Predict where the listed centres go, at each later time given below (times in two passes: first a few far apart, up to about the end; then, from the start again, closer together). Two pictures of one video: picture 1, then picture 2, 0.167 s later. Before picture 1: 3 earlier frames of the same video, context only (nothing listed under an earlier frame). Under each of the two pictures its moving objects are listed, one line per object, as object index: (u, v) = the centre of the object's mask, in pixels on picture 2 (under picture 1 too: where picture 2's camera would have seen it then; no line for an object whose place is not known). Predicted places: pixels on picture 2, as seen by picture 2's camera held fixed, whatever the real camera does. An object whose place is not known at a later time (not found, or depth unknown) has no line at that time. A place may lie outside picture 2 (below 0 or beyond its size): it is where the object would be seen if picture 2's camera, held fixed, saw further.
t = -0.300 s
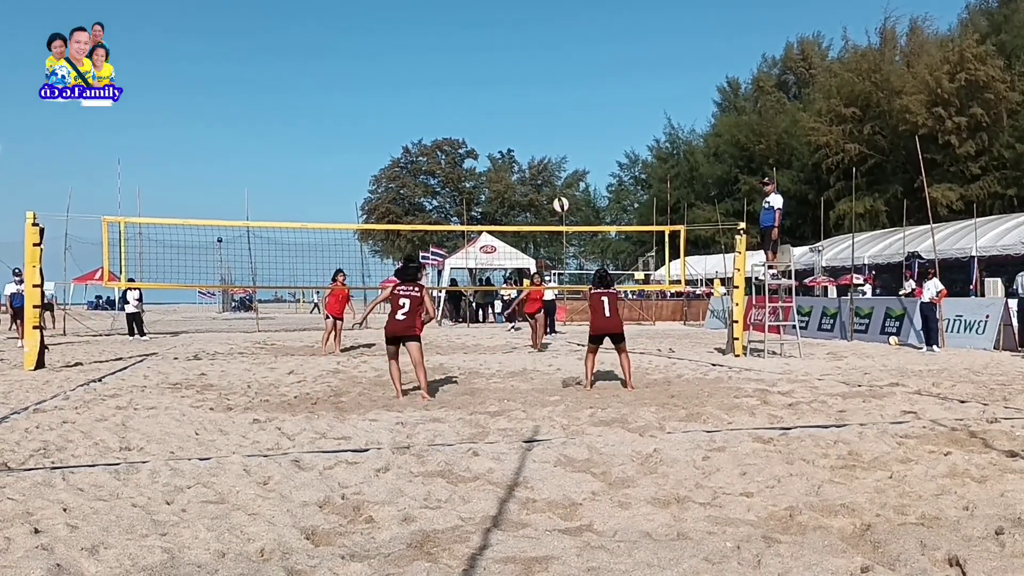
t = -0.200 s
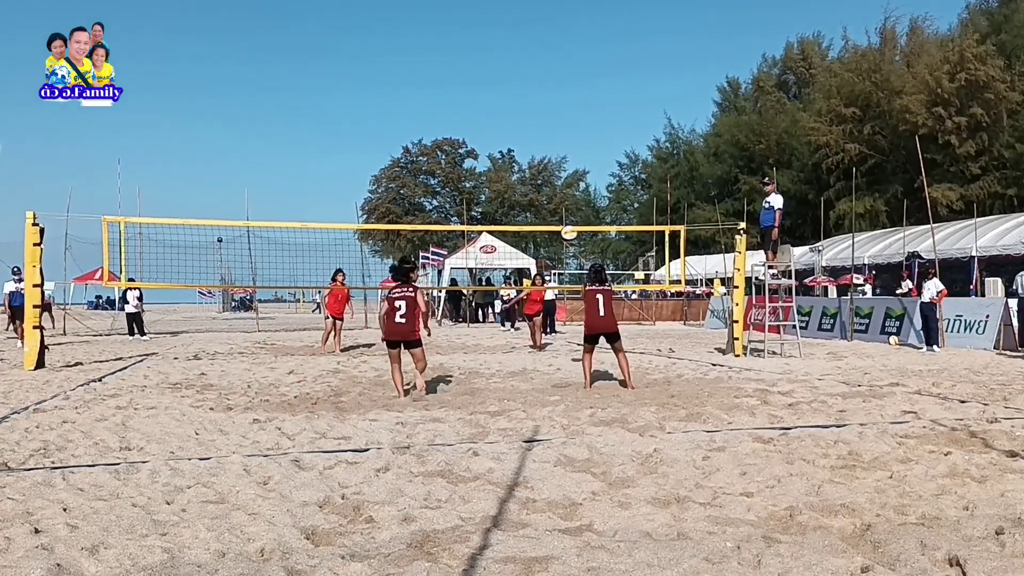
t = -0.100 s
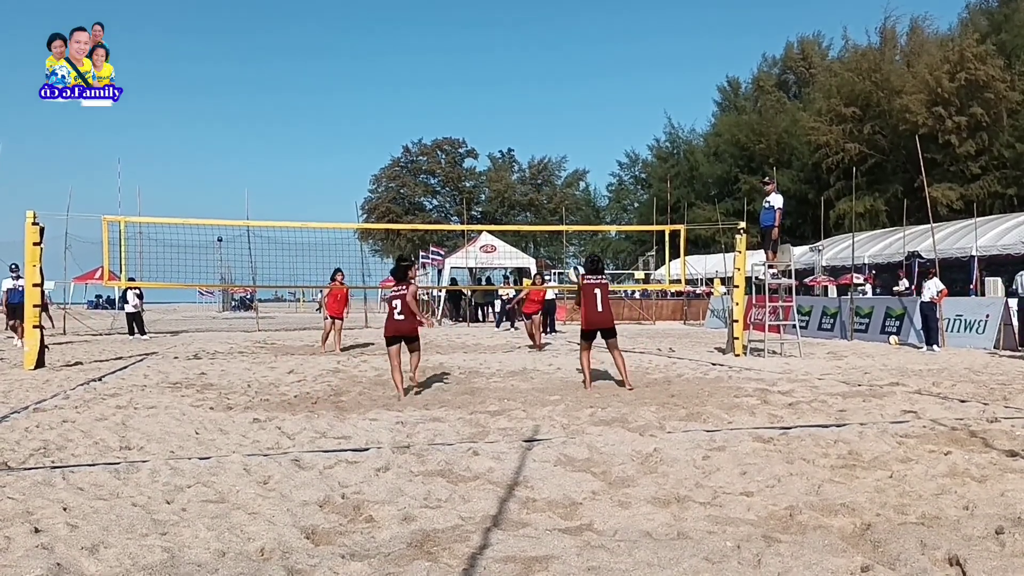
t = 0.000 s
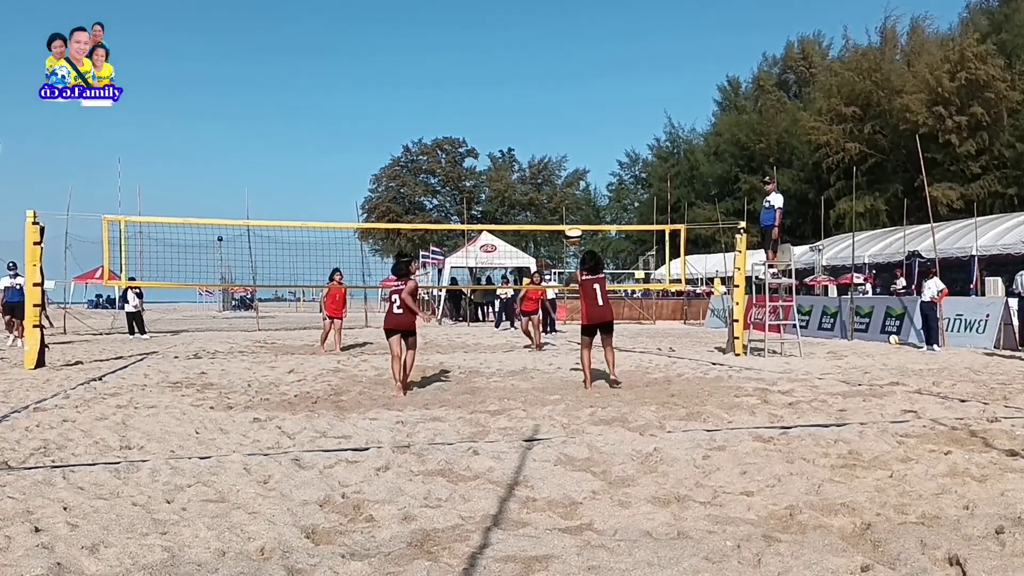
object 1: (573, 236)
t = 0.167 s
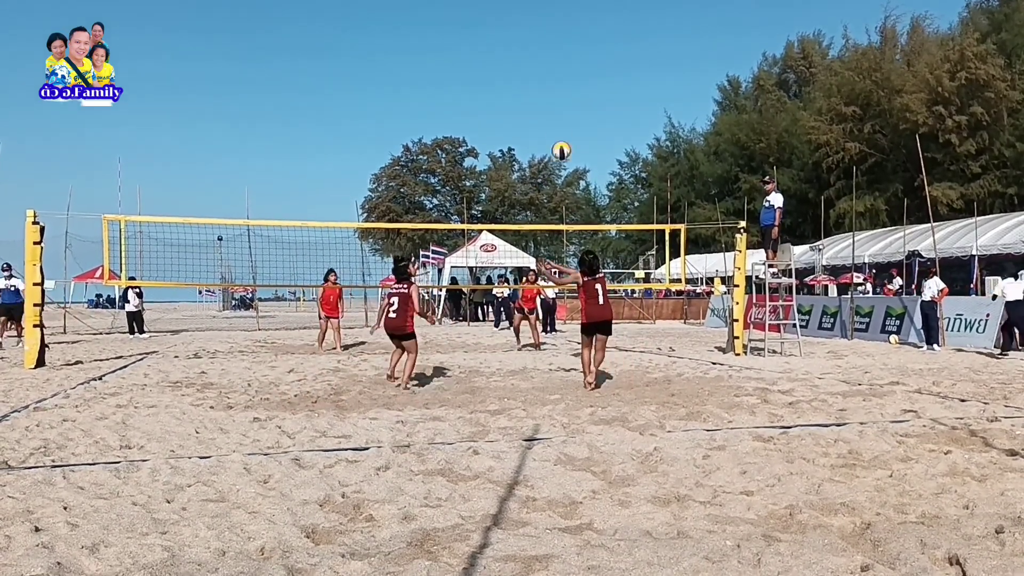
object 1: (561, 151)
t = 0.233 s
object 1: (557, 123)
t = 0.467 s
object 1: (542, 55)
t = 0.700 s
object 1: (527, 33)
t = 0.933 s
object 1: (514, 61)
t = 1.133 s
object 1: (504, 129)
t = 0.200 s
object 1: (559, 136)
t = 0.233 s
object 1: (557, 123)
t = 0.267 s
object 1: (555, 111)
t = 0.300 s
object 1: (552, 99)
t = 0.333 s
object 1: (550, 88)
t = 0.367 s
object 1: (548, 79)
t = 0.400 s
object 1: (546, 70)
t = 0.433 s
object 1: (544, 62)
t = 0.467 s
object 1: (542, 55)
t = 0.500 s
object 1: (539, 49)
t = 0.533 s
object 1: (537, 44)
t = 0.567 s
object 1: (535, 40)
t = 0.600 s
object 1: (533, 37)
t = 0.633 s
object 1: (531, 34)
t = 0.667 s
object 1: (529, 33)
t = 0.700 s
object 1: (527, 33)
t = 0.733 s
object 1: (525, 34)
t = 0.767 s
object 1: (523, 35)
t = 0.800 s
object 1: (521, 39)
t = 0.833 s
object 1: (519, 42)
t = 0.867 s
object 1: (517, 47)
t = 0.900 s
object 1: (516, 53)
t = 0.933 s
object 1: (514, 61)
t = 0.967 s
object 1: (512, 69)
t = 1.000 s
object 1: (510, 79)
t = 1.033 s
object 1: (509, 90)
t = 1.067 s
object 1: (507, 102)
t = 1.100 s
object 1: (505, 114)
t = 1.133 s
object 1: (504, 129)
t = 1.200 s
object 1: (501, 160)
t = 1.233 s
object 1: (500, 178)
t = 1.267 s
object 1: (498, 198)
